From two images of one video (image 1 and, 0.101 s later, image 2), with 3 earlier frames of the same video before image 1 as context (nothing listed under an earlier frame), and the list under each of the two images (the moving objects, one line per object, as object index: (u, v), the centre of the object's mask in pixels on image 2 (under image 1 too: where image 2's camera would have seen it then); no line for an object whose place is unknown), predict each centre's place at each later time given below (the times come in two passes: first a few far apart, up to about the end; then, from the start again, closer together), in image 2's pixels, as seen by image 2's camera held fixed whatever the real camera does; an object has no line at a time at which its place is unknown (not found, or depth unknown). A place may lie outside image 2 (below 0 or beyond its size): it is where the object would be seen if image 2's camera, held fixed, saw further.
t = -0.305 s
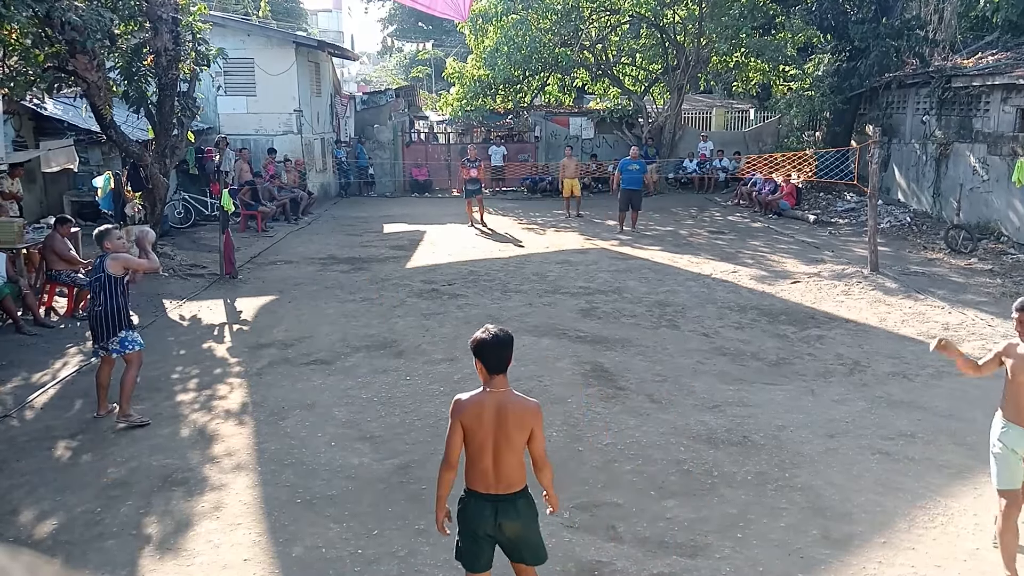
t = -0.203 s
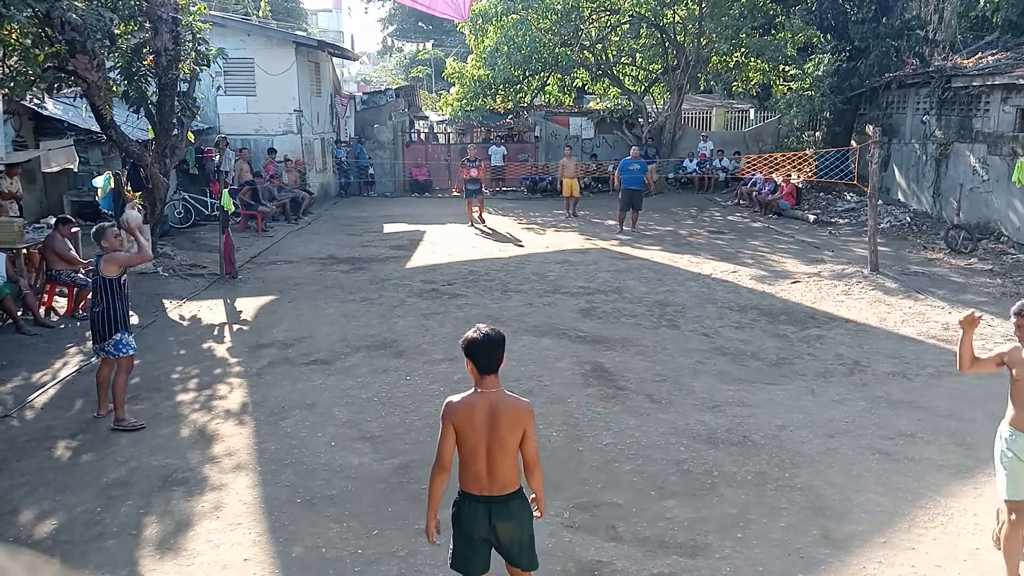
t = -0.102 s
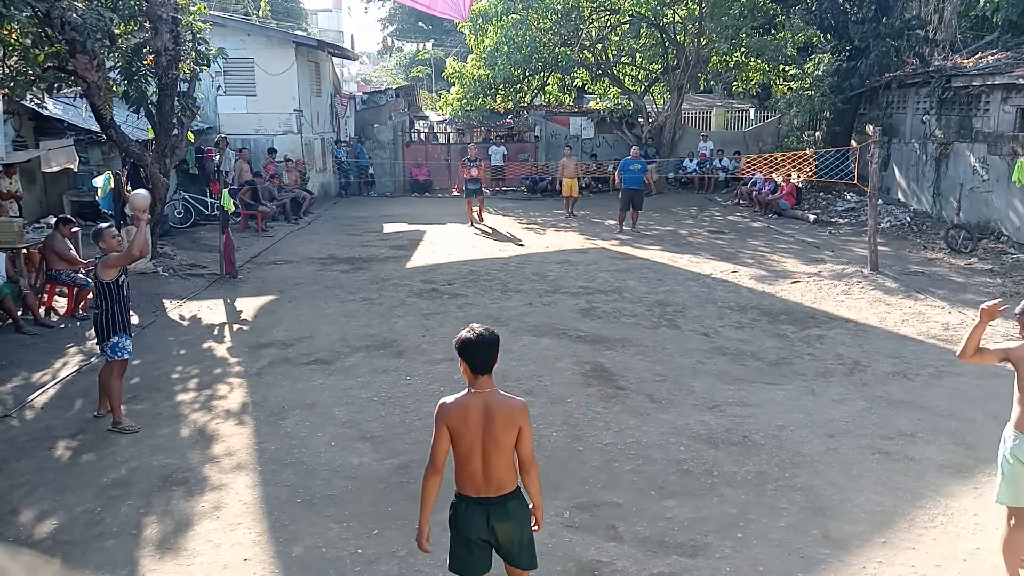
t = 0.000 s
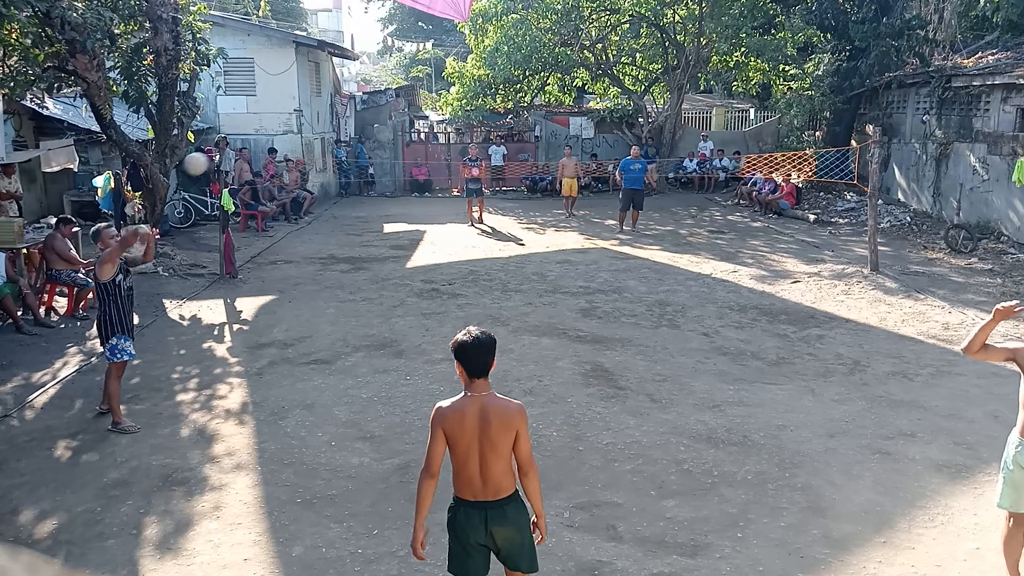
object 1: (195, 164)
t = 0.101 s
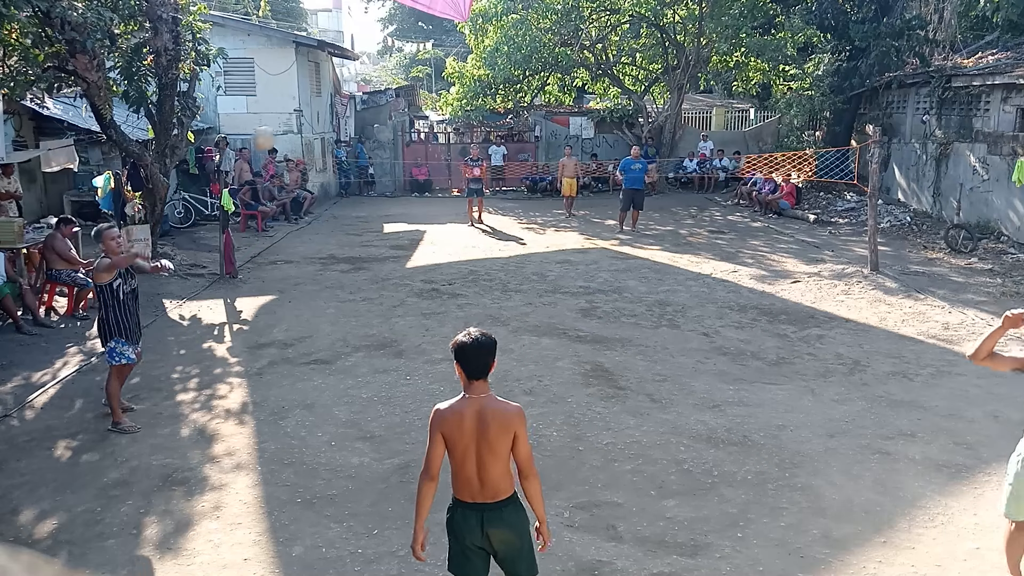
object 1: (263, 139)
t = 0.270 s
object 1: (404, 126)
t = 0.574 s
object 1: (753, 237)
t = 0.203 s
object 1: (345, 126)
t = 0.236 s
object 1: (373, 125)
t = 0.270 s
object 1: (404, 126)
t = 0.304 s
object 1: (437, 128)
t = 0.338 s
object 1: (470, 134)
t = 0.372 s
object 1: (506, 141)
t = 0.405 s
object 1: (542, 151)
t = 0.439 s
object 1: (580, 163)
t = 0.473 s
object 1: (621, 177)
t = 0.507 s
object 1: (663, 195)
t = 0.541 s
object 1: (707, 215)
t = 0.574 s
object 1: (753, 237)
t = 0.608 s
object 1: (800, 263)
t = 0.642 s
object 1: (851, 294)
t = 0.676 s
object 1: (903, 332)
